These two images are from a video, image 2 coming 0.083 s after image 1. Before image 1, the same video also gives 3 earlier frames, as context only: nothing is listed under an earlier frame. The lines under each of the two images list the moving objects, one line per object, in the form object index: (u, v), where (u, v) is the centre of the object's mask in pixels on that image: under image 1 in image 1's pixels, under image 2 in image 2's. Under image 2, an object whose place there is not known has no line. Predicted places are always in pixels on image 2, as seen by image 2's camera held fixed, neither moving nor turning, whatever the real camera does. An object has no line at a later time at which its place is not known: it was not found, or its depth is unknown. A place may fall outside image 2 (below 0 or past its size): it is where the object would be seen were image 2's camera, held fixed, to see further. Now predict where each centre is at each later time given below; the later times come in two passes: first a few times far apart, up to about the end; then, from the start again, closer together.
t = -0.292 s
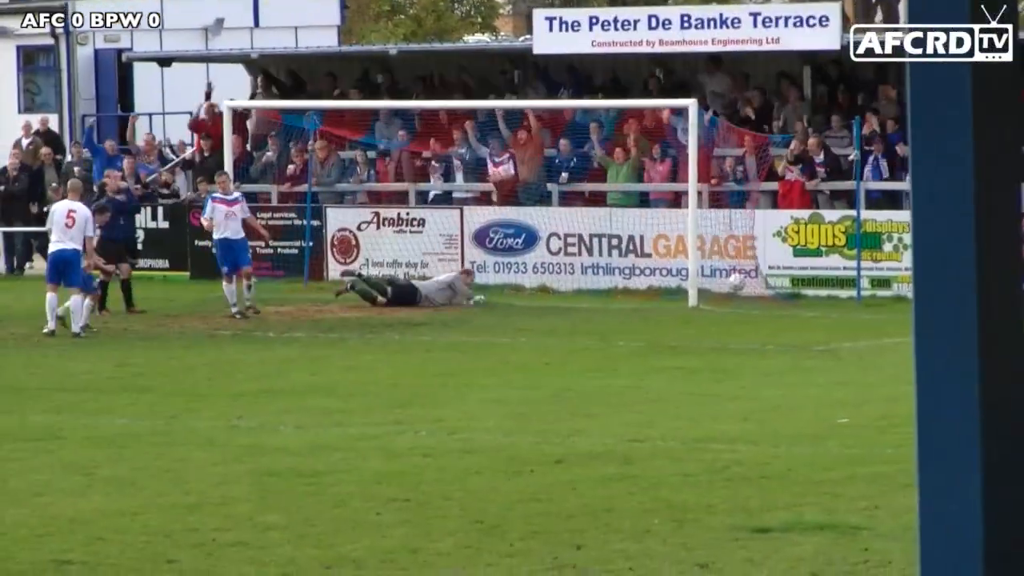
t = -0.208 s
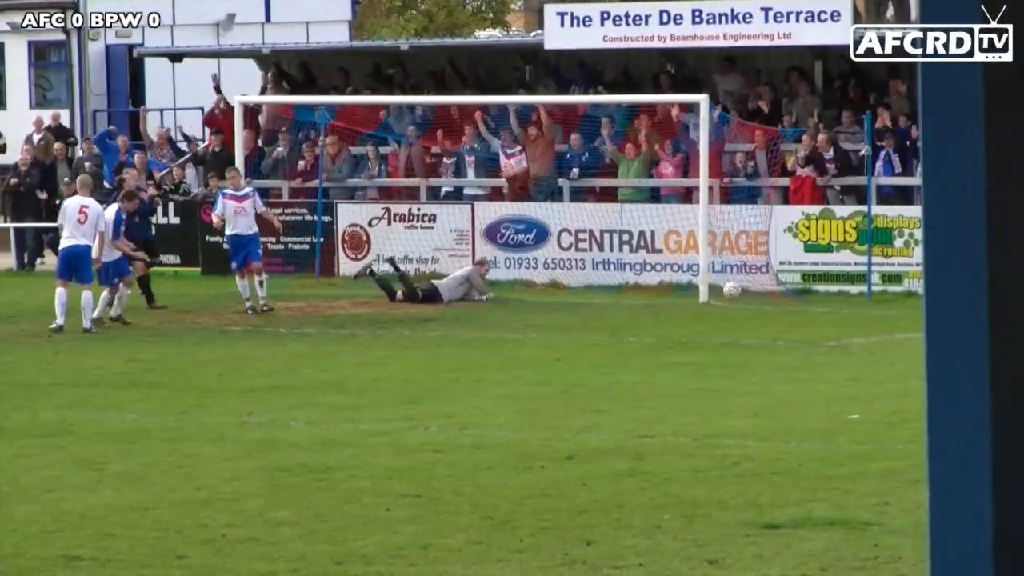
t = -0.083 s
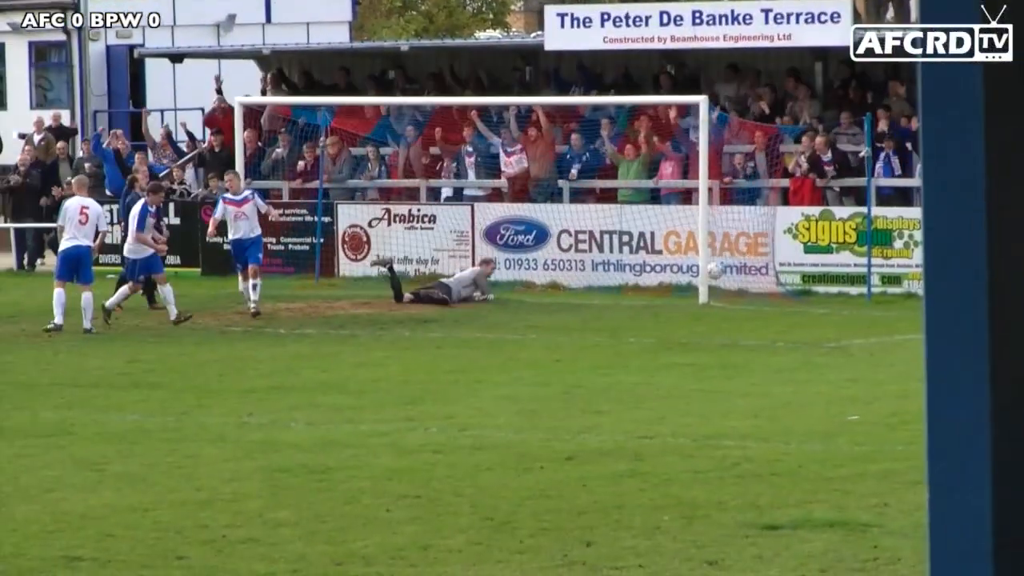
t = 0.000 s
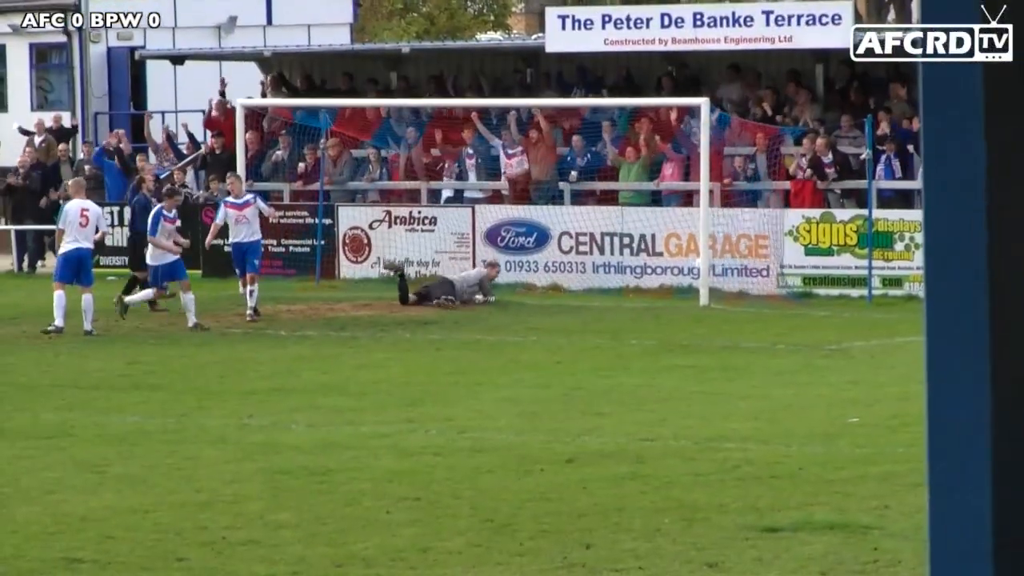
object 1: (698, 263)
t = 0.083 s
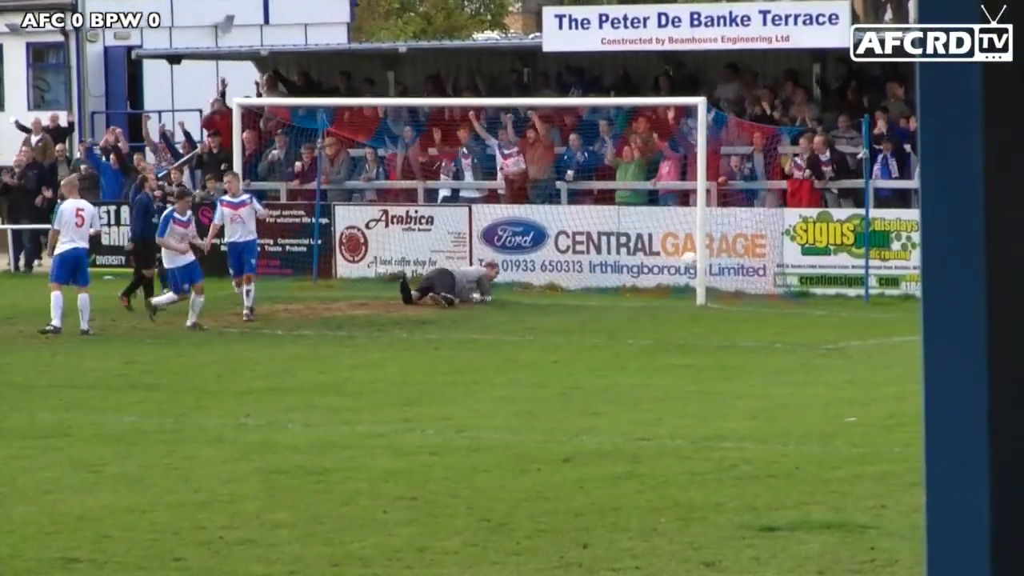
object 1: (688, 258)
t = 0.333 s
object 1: (656, 280)
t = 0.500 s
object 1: (636, 295)
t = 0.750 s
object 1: (604, 297)
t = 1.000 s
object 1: (573, 300)
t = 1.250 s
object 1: (546, 306)
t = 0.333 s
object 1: (656, 280)
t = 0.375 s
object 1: (652, 289)
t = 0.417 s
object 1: (647, 298)
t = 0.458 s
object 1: (642, 299)
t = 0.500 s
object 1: (636, 295)
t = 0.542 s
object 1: (630, 292)
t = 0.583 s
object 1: (625, 291)
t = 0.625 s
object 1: (620, 291)
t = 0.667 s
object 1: (614, 292)
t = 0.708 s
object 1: (609, 295)
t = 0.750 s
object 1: (604, 297)
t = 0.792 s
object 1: (598, 303)
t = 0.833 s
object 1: (593, 303)
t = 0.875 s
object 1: (588, 300)
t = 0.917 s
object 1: (583, 299)
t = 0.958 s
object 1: (578, 299)
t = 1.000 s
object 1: (573, 300)
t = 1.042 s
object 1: (568, 302)
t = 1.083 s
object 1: (564, 305)
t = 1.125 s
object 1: (559, 307)
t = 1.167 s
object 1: (554, 305)
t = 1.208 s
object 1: (550, 305)
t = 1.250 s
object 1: (546, 306)
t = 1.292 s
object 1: (542, 307)
